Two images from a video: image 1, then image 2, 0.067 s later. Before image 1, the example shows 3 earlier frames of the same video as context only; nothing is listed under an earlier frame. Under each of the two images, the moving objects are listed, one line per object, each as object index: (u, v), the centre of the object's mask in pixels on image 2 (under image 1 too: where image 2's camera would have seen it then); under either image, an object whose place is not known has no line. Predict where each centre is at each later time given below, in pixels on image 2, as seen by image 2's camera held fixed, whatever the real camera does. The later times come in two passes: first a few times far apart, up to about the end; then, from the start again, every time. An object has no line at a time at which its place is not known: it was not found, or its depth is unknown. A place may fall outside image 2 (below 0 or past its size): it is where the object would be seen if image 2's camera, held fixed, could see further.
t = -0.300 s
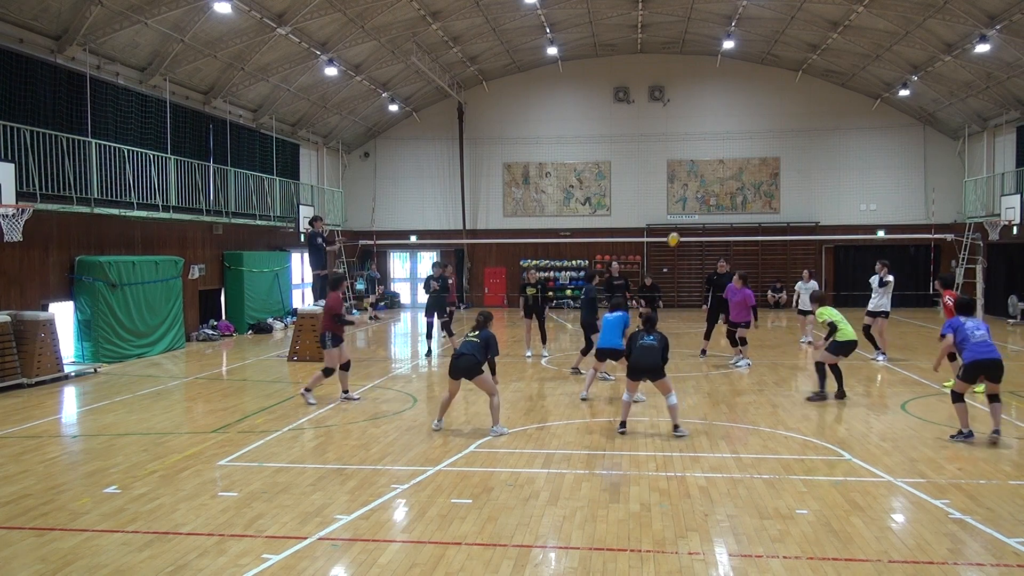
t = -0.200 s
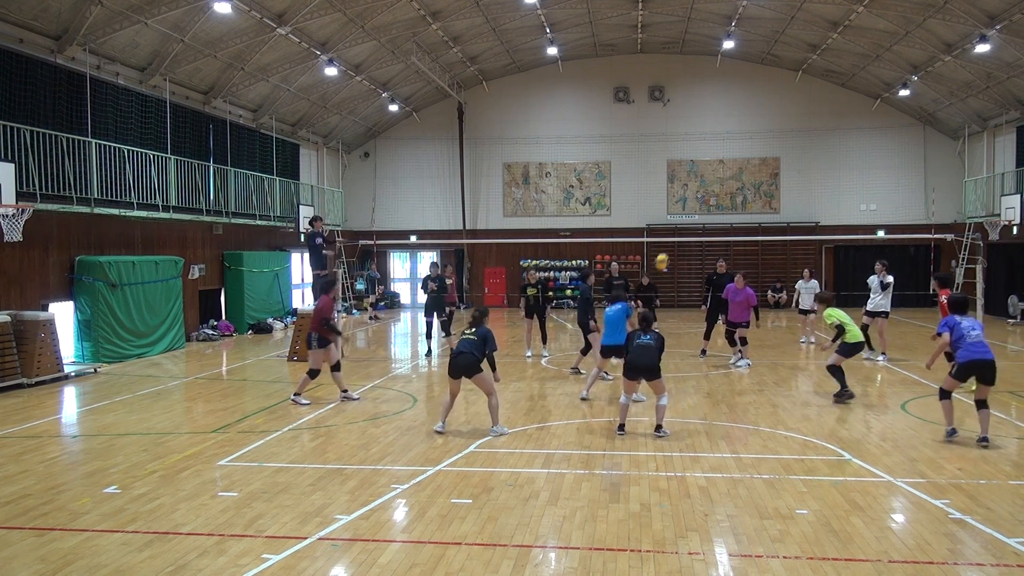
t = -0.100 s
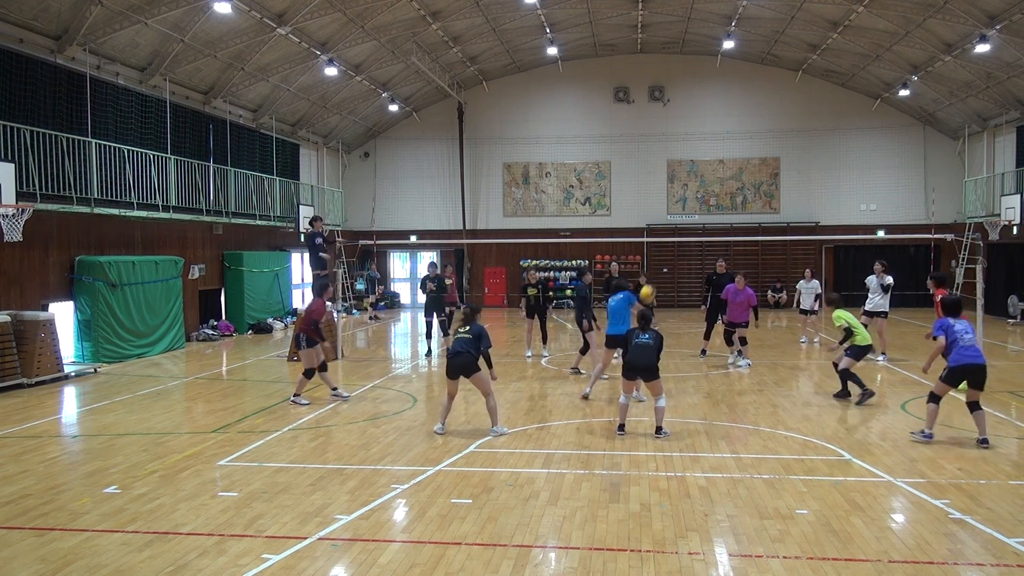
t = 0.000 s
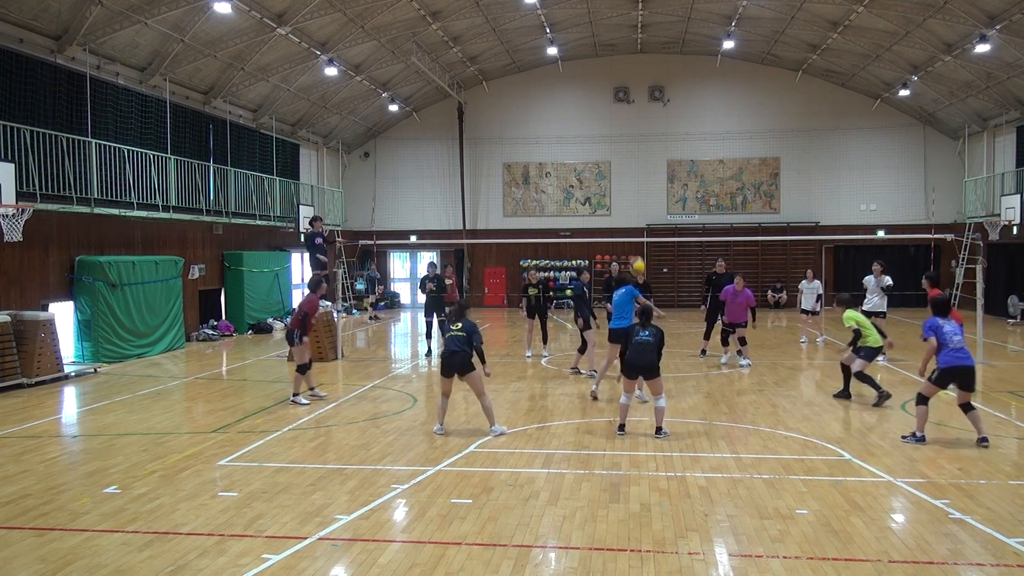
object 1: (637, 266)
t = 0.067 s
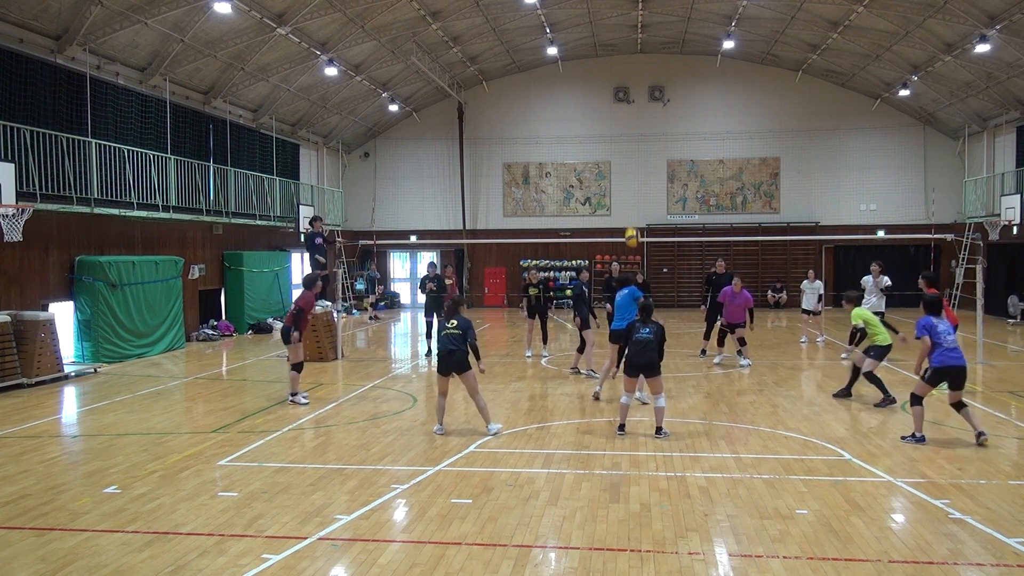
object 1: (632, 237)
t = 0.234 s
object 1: (620, 179)
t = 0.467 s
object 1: (603, 136)
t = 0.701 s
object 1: (587, 131)
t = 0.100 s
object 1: (630, 224)
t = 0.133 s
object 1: (627, 209)
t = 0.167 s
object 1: (625, 199)
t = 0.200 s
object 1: (622, 189)
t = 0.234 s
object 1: (620, 179)
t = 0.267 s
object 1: (618, 170)
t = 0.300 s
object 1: (615, 163)
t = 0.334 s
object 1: (612, 155)
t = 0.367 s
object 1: (610, 150)
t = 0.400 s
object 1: (607, 144)
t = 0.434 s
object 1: (606, 140)
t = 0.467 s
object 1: (603, 136)
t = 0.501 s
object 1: (601, 133)
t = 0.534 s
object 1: (598, 131)
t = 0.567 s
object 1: (596, 130)
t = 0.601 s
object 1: (594, 129)
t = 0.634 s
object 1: (592, 129)
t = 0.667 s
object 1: (589, 130)
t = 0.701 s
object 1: (587, 131)
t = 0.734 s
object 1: (585, 134)
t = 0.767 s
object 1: (583, 136)
